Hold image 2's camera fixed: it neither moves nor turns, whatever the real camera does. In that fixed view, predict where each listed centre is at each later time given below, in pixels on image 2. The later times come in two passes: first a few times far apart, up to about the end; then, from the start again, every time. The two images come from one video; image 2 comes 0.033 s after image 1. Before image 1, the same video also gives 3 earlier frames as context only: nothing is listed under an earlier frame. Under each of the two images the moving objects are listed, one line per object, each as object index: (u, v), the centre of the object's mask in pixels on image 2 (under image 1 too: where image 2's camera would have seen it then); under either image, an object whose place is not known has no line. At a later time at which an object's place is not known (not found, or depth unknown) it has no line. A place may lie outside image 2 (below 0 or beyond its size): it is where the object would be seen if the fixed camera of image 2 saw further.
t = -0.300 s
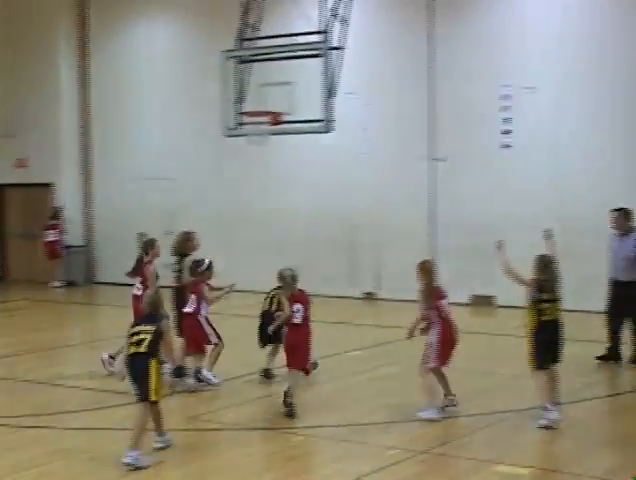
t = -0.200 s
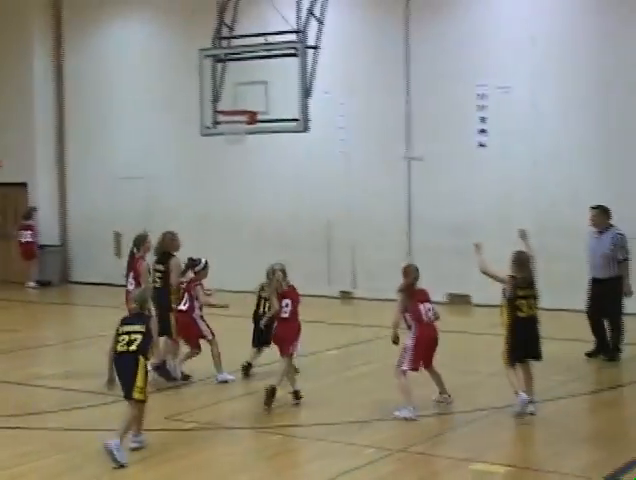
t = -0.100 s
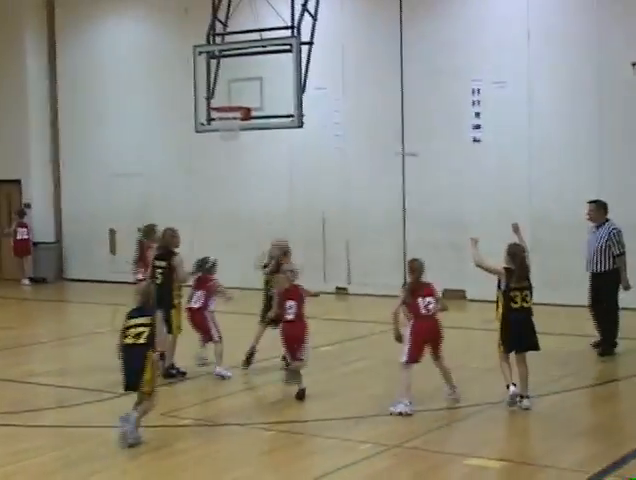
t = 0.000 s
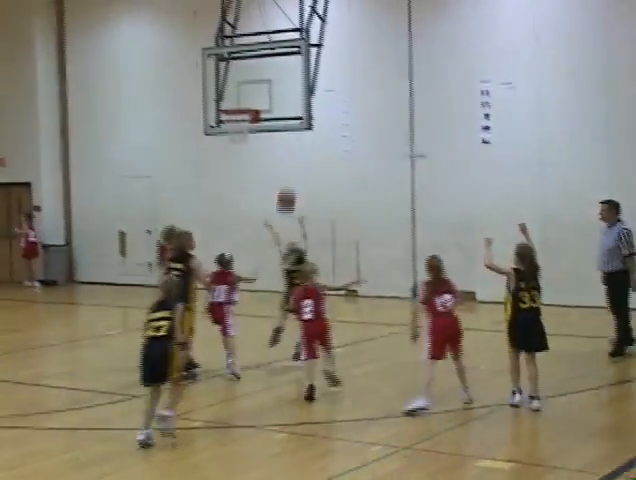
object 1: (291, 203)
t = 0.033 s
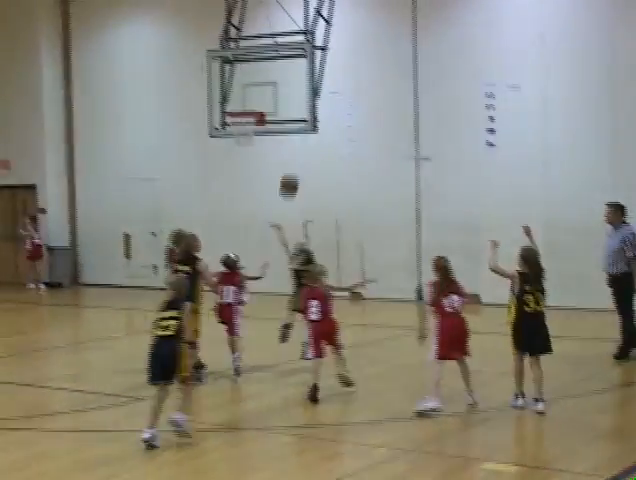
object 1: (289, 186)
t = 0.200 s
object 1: (279, 114)
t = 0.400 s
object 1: (268, 63)
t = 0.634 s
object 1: (259, 46)
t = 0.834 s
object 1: (242, 62)
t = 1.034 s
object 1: (209, 103)
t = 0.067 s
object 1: (286, 169)
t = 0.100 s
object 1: (285, 154)
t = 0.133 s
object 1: (283, 139)
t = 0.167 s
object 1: (281, 127)
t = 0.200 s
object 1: (279, 114)
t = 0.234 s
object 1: (277, 103)
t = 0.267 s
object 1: (275, 93)
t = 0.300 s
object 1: (274, 83)
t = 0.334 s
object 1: (272, 76)
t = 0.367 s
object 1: (270, 69)
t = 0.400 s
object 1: (268, 63)
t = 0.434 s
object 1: (267, 58)
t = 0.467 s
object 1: (266, 54)
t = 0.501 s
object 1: (264, 49)
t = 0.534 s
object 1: (263, 48)
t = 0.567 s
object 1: (262, 46)
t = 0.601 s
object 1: (260, 46)
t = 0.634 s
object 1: (259, 46)
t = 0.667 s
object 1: (257, 47)
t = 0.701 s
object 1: (256, 49)
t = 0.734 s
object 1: (255, 51)
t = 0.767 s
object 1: (252, 54)
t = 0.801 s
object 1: (247, 58)
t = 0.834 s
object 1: (242, 62)
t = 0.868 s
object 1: (236, 66)
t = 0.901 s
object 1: (230, 73)
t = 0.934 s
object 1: (225, 79)
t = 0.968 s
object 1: (219, 86)
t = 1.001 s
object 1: (214, 95)
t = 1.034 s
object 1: (209, 103)
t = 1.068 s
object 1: (202, 113)
